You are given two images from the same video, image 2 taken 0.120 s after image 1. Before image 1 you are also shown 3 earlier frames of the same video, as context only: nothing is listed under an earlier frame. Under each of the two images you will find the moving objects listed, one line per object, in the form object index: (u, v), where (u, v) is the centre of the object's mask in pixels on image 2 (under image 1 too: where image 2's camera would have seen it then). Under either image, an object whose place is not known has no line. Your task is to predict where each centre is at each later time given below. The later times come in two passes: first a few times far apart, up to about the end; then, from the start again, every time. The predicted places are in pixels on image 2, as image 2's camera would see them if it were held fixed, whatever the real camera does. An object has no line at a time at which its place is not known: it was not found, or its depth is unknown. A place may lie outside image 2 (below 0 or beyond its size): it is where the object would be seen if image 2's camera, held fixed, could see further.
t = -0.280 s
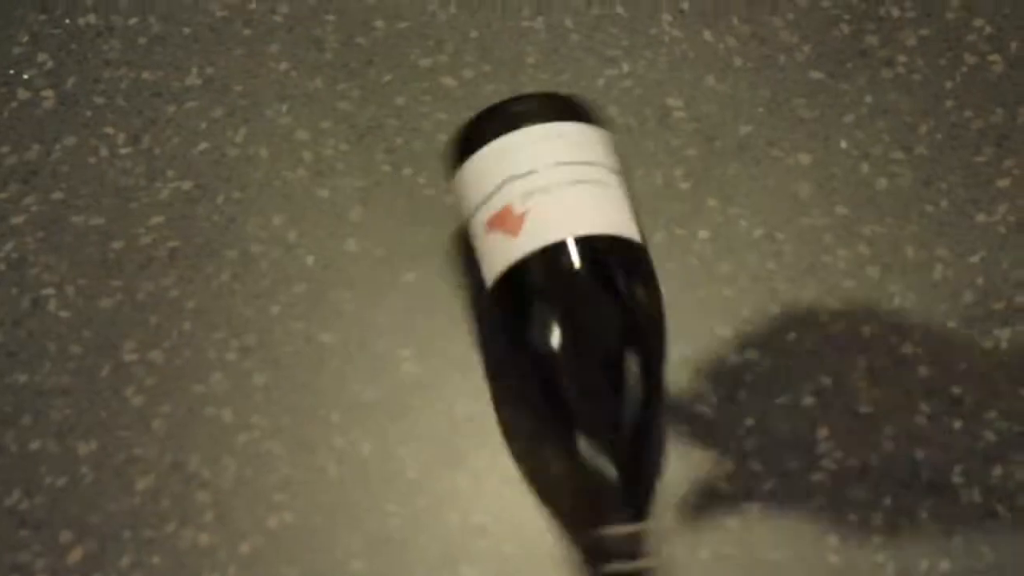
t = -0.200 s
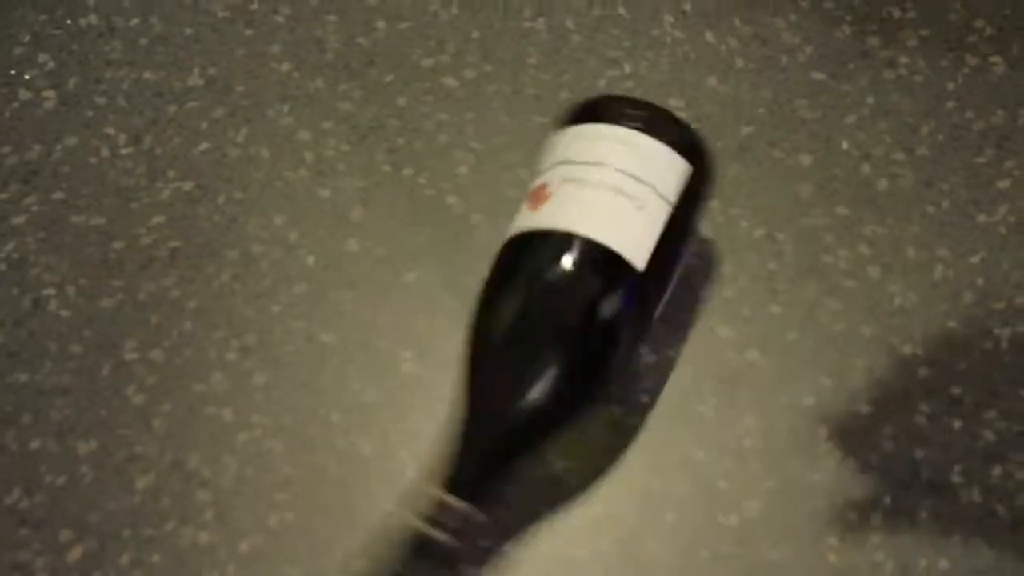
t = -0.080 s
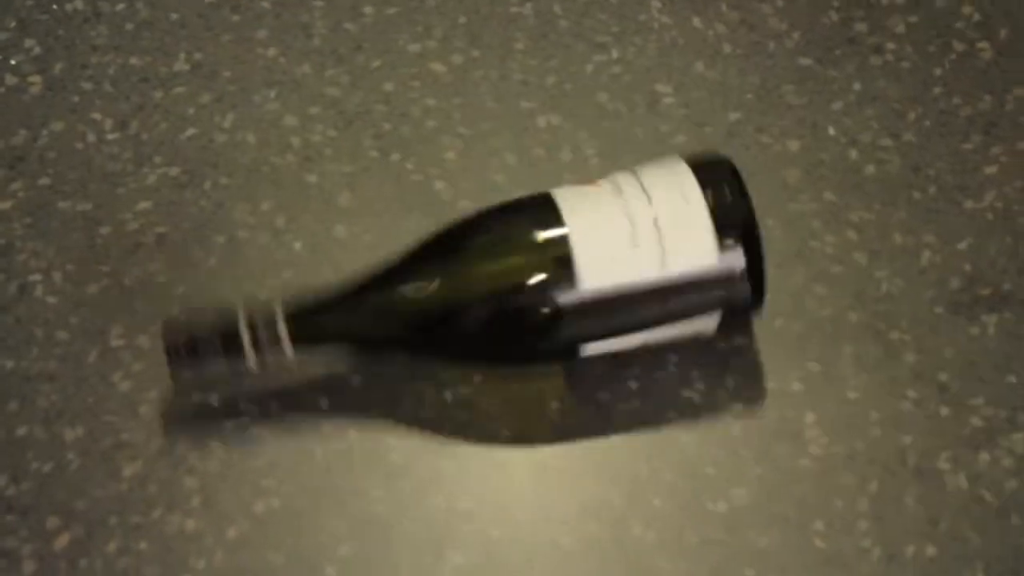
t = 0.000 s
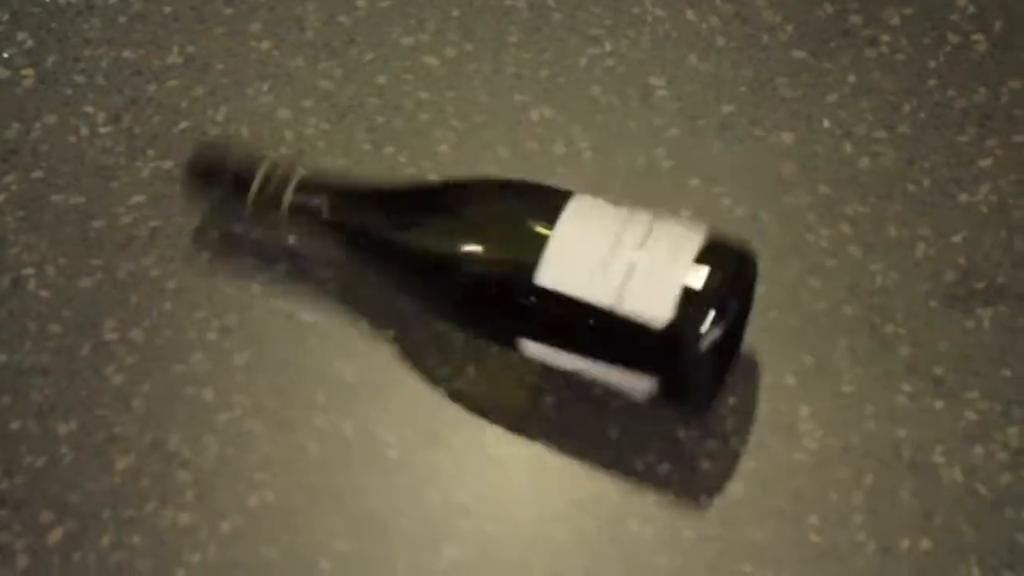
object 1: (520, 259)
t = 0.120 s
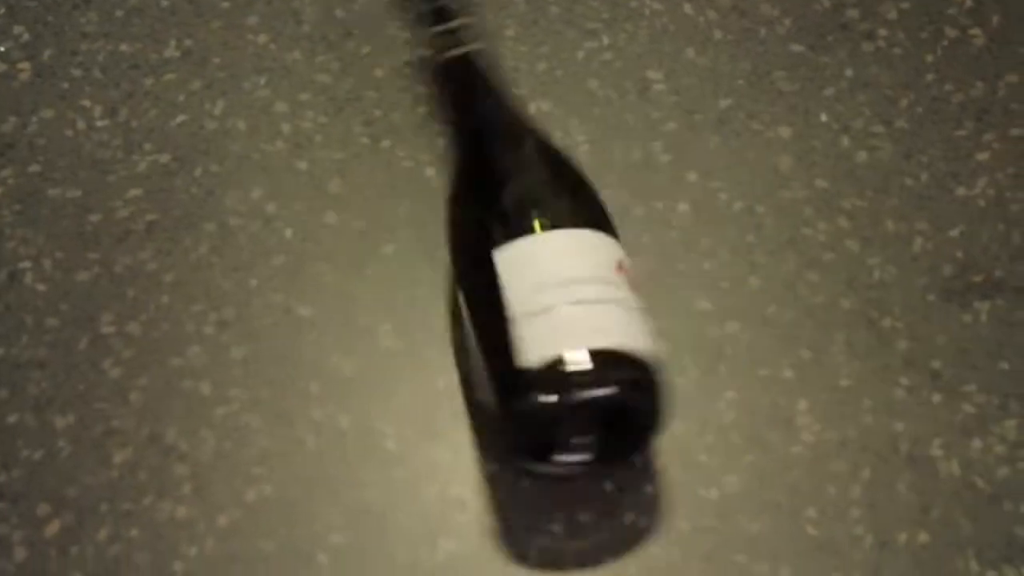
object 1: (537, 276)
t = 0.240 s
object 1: (549, 253)
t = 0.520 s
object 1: (546, 260)
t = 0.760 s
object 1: (543, 263)
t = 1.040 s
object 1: (545, 278)
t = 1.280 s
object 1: (575, 284)
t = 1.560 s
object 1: (514, 288)
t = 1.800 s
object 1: (537, 265)
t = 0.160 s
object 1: (539, 280)
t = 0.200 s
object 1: (539, 271)
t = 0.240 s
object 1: (549, 253)
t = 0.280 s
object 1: (556, 248)
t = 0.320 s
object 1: (565, 249)
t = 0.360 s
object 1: (566, 255)
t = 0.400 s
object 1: (566, 263)
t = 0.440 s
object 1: (559, 269)
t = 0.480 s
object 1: (559, 280)
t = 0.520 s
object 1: (546, 260)
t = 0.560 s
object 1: (546, 280)
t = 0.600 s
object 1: (543, 275)
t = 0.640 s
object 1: (534, 273)
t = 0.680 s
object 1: (528, 273)
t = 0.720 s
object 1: (526, 269)
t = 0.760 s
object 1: (543, 263)
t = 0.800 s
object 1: (543, 260)
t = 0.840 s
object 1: (554, 261)
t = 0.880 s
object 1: (554, 263)
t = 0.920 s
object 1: (558, 267)
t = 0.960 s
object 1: (555, 283)
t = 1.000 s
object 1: (550, 288)
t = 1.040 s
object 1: (545, 278)
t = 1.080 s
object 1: (558, 261)
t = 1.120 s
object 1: (562, 260)
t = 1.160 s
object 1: (568, 262)
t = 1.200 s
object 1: (580, 267)
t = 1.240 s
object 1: (580, 275)
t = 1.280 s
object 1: (575, 284)
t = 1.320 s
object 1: (575, 295)
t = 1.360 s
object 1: (561, 288)
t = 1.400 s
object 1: (552, 287)
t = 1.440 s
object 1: (547, 297)
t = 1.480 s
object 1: (536, 283)
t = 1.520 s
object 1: (524, 290)
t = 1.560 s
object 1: (514, 288)
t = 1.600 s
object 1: (507, 283)
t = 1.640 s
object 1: (521, 270)
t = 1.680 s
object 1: (525, 265)
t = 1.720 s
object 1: (535, 265)
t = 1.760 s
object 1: (533, 264)
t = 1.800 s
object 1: (537, 265)
